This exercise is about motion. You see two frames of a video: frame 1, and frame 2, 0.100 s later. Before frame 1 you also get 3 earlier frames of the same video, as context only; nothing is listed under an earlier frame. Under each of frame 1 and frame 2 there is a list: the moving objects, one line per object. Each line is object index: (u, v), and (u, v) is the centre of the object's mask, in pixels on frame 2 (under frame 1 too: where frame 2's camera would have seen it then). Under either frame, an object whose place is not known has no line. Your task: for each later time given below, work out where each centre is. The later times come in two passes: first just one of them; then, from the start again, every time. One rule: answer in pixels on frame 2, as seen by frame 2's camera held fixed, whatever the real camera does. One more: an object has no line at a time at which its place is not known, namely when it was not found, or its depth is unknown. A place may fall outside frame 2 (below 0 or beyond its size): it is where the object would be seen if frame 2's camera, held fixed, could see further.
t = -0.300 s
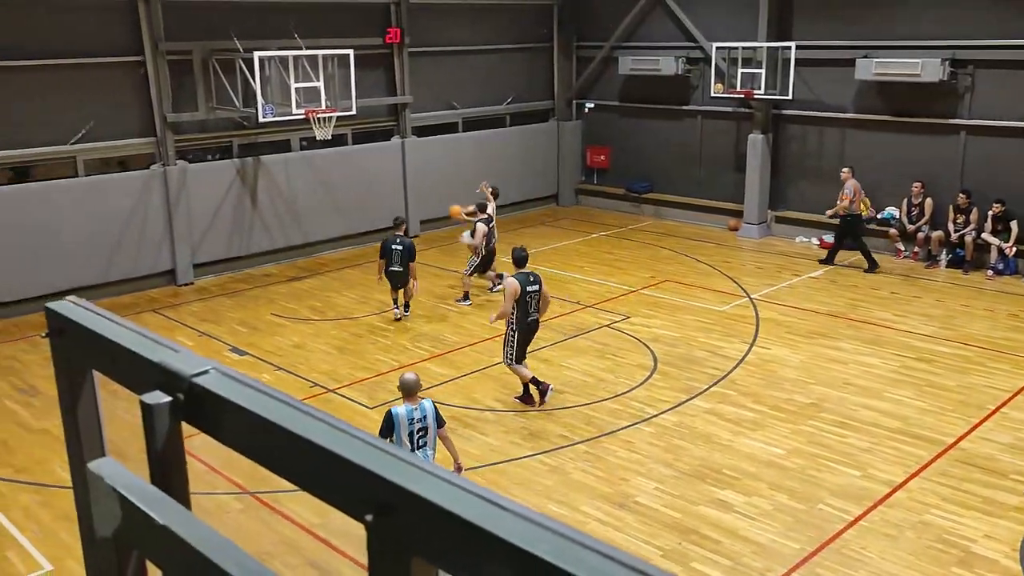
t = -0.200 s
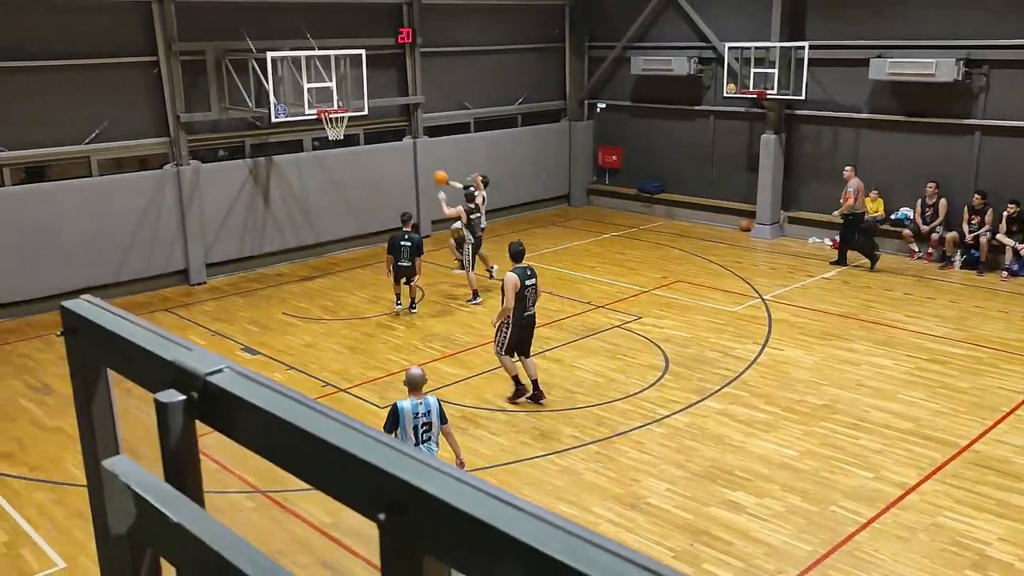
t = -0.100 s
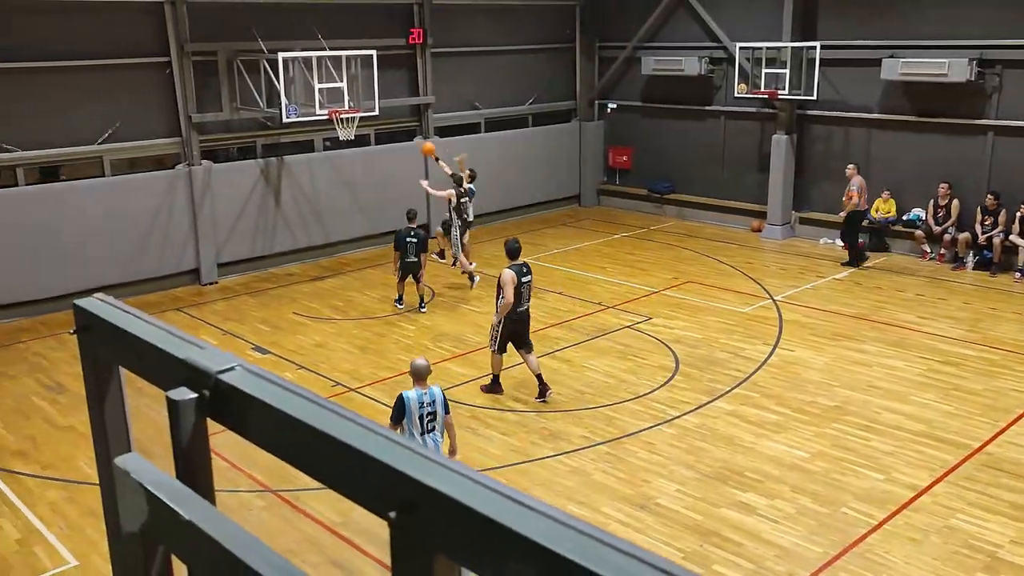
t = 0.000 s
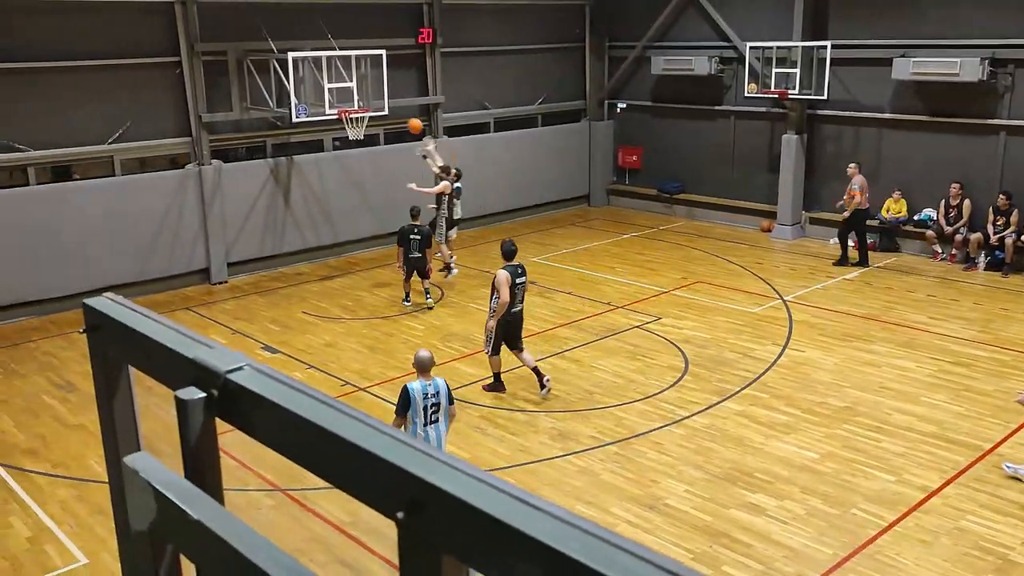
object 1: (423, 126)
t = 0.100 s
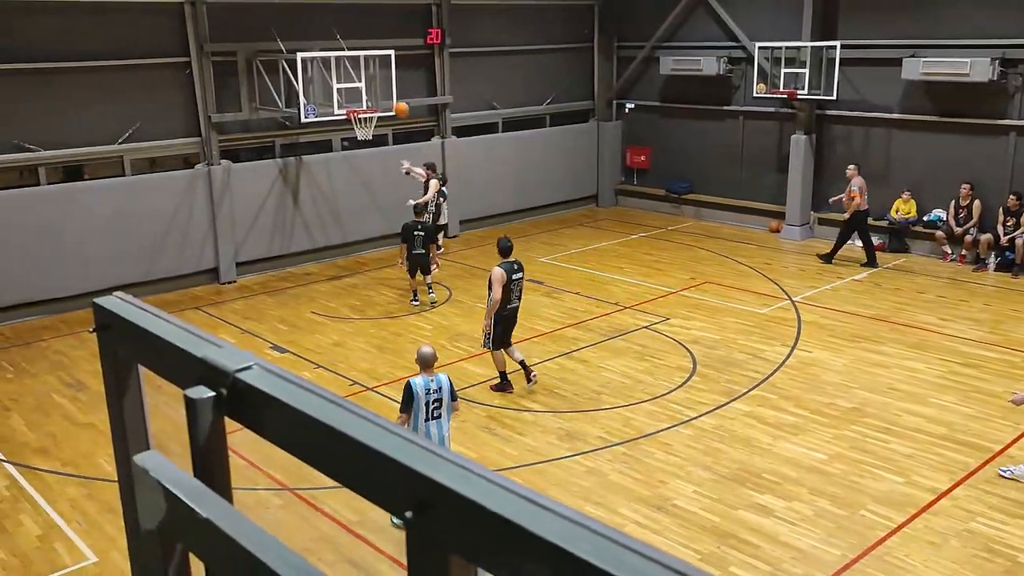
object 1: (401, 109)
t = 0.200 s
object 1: (380, 97)
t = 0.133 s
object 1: (394, 105)
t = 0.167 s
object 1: (386, 101)
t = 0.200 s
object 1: (380, 97)
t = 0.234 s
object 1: (373, 96)
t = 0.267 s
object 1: (371, 95)
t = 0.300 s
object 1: (369, 95)
